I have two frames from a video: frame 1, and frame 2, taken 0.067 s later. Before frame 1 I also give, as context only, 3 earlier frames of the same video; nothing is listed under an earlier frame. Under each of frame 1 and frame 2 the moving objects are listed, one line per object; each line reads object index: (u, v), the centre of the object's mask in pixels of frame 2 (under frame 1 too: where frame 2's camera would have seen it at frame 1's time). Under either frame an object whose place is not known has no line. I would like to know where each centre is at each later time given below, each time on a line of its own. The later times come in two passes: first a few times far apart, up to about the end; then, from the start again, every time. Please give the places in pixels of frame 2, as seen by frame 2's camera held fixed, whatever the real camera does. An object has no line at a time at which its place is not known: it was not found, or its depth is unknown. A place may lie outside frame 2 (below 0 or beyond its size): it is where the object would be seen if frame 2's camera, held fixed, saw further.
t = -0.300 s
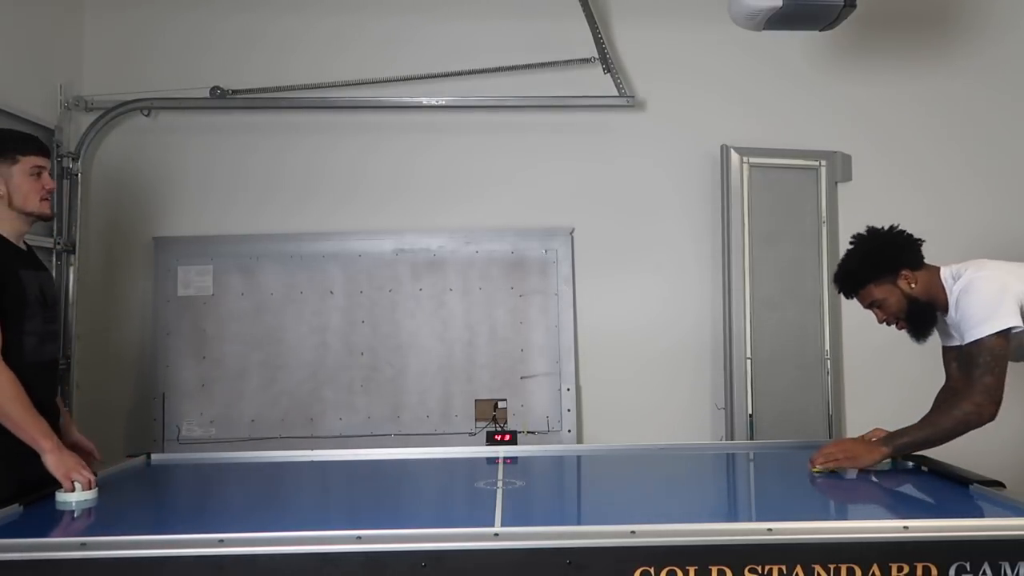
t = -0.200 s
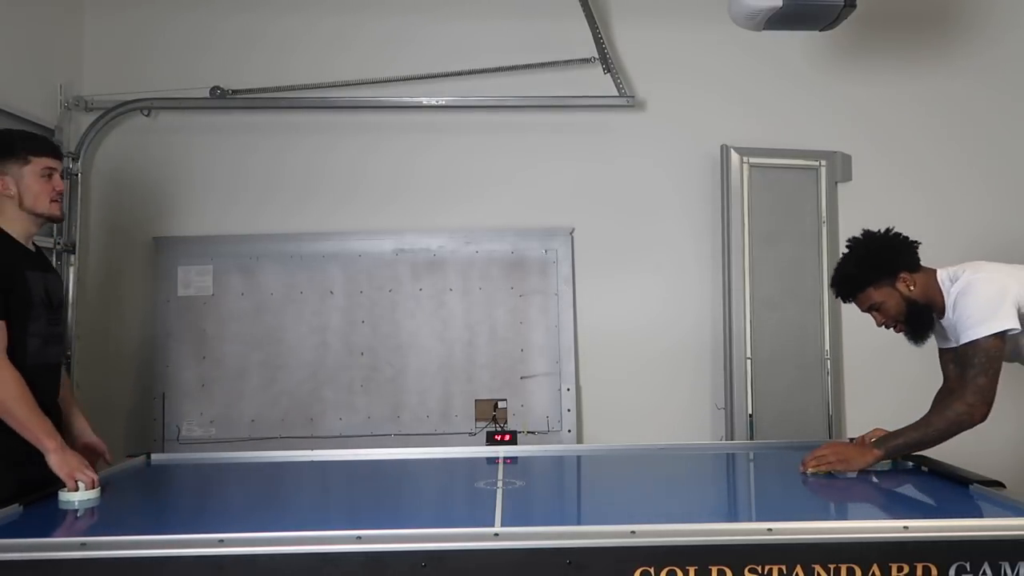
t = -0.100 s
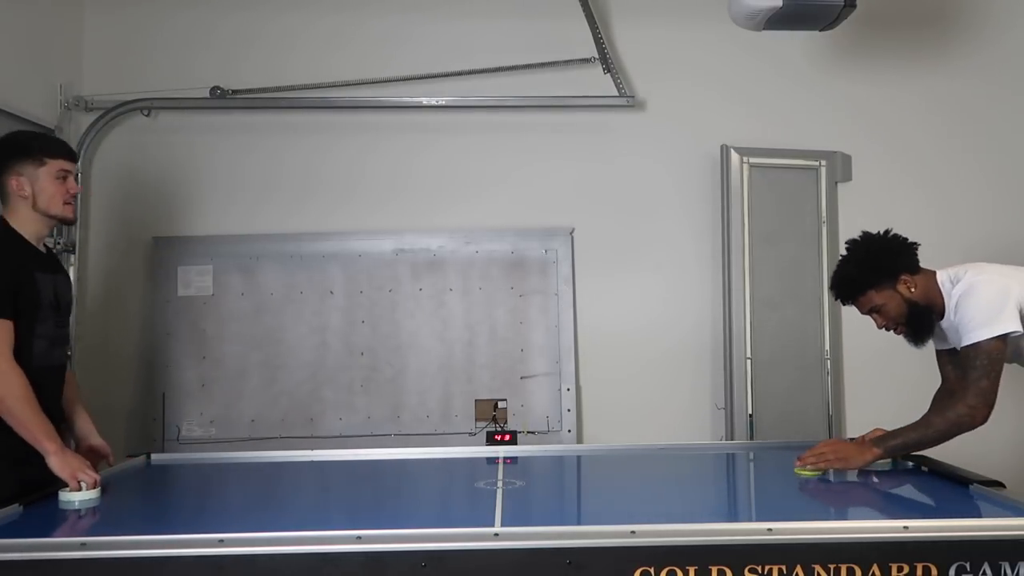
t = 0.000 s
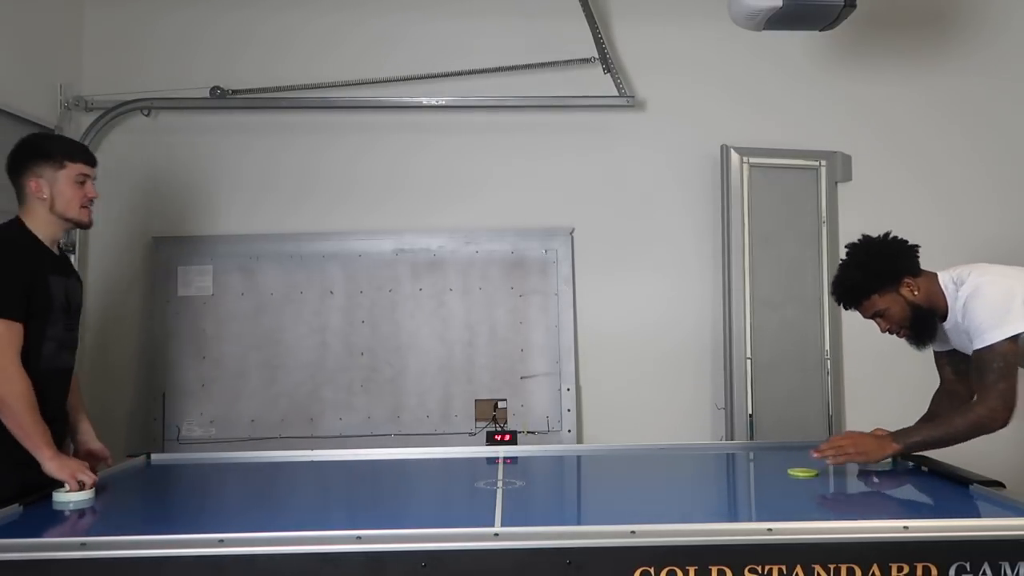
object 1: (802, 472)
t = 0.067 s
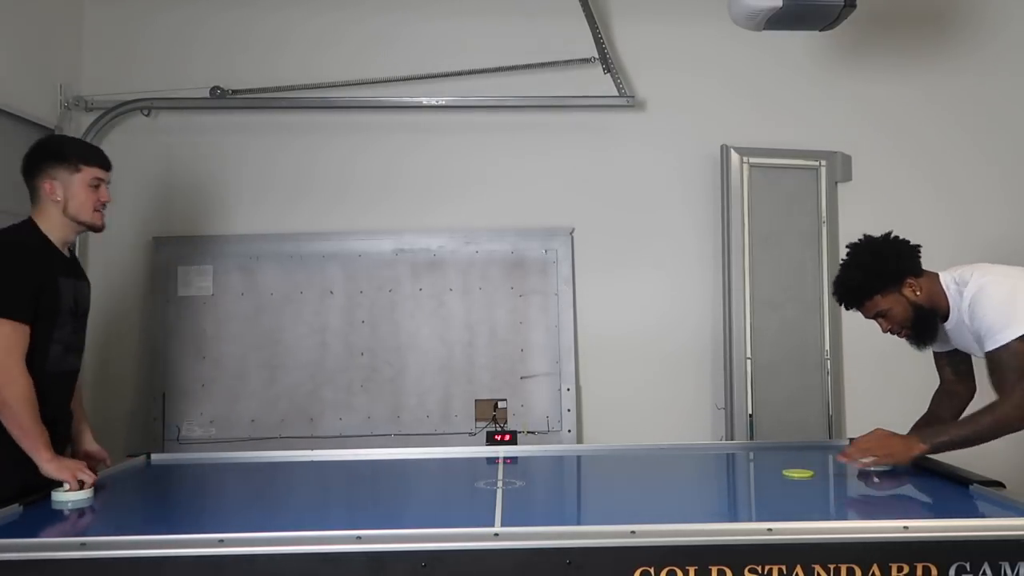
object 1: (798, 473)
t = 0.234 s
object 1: (785, 475)
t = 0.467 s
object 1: (765, 479)
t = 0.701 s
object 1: (740, 483)
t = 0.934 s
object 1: (714, 486)
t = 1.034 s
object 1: (702, 488)
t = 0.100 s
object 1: (796, 473)
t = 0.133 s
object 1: (792, 474)
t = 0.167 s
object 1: (790, 474)
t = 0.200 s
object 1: (788, 475)
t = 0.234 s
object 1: (785, 475)
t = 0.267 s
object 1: (782, 476)
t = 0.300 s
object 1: (779, 476)
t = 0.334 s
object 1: (777, 477)
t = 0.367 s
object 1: (774, 477)
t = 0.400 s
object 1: (771, 477)
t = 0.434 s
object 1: (768, 479)
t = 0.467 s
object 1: (765, 479)
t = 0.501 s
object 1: (761, 480)
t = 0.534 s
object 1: (758, 480)
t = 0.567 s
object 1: (755, 480)
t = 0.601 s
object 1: (751, 481)
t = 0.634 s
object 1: (748, 482)
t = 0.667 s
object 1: (744, 482)
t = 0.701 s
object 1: (740, 483)
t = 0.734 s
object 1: (737, 483)
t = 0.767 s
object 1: (733, 484)
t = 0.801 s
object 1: (729, 484)
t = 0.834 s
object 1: (726, 485)
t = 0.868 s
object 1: (722, 485)
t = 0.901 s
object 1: (718, 485)
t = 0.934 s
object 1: (714, 486)
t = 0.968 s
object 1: (710, 486)
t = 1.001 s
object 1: (706, 487)
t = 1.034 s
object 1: (702, 488)
